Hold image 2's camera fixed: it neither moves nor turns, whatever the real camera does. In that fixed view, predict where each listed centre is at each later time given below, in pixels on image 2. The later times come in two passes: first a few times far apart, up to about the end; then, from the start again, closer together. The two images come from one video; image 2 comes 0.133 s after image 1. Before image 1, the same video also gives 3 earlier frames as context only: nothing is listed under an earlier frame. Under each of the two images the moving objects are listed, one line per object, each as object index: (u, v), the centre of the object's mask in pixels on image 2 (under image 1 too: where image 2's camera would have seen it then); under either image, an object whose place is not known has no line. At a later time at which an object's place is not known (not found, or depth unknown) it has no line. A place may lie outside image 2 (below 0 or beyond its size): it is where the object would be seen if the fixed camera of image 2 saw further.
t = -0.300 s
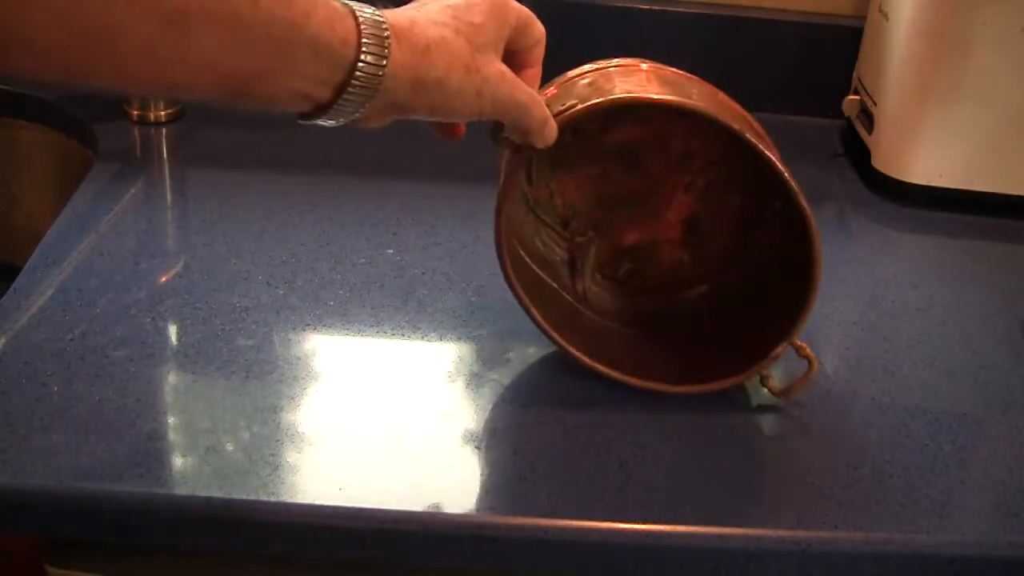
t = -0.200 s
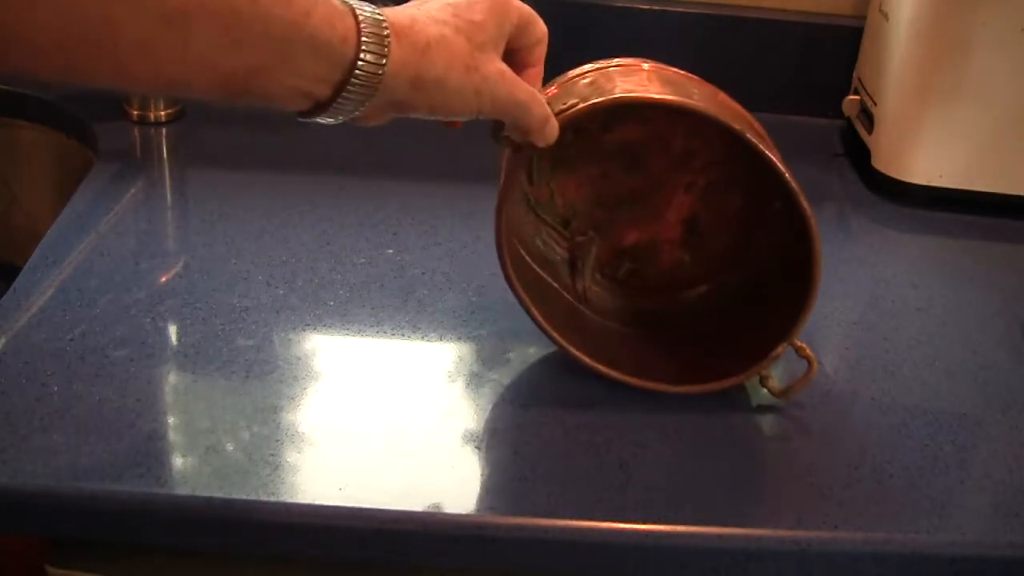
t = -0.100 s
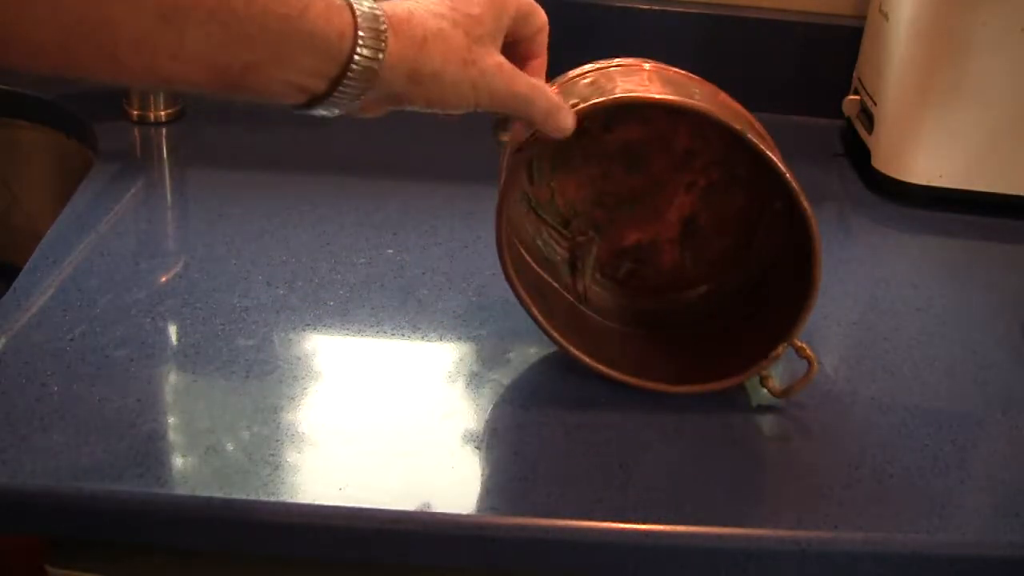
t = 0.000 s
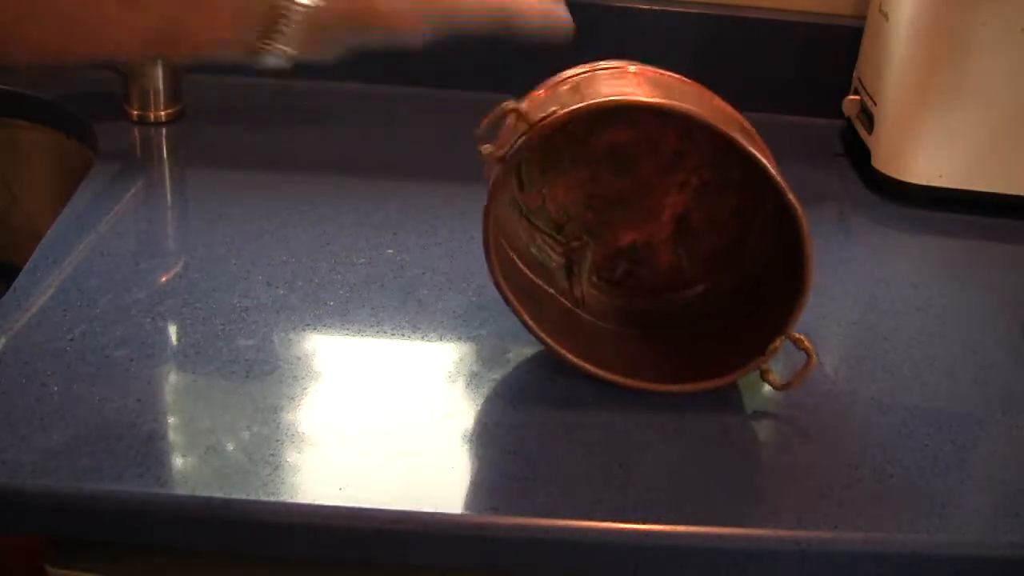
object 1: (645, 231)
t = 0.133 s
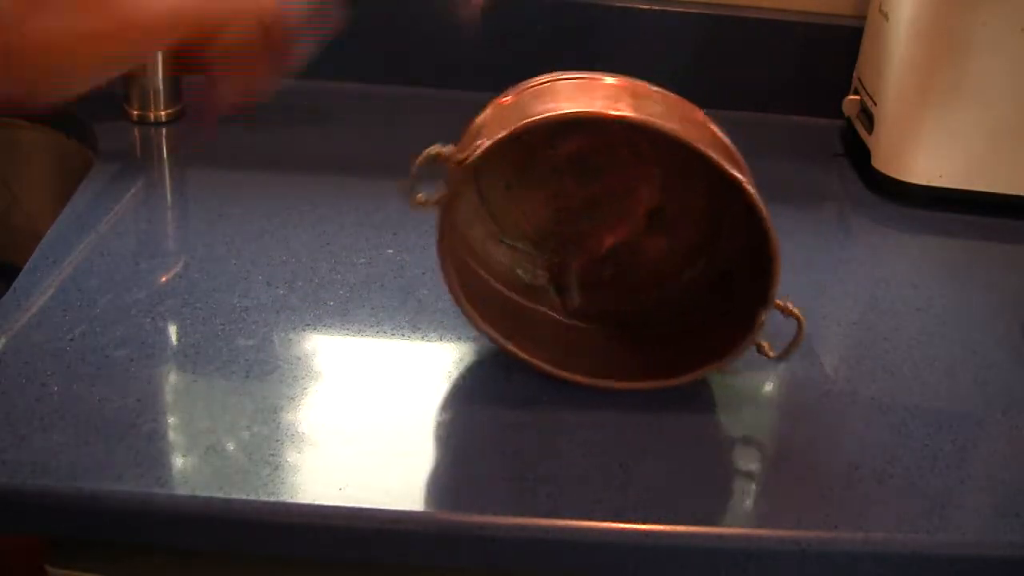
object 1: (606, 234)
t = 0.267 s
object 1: (548, 234)
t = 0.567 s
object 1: (464, 218)
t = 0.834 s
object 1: (506, 229)
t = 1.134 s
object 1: (583, 224)
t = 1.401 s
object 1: (558, 227)
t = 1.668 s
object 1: (479, 223)
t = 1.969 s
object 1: (488, 223)
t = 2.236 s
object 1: (553, 219)
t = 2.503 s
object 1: (541, 221)
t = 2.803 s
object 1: (476, 221)
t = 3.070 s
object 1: (504, 222)
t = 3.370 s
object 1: (545, 217)
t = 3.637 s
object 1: (497, 221)
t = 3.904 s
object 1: (481, 220)
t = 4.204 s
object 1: (533, 218)
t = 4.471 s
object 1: (516, 219)
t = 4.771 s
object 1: (480, 219)
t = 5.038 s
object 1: (520, 218)
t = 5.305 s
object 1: (519, 218)
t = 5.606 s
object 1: (481, 218)
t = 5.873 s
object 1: (516, 217)
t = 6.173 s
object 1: (505, 218)
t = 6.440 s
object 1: (484, 218)
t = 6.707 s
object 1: (518, 216)
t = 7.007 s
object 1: (491, 218)
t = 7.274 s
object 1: (495, 218)
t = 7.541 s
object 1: (512, 216)
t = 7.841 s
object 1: (485, 218)
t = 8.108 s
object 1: (511, 216)
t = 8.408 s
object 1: (487, 217)
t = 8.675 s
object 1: (504, 216)
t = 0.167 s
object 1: (593, 235)
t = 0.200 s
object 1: (578, 235)
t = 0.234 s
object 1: (563, 235)
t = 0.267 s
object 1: (548, 234)
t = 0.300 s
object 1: (533, 231)
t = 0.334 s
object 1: (520, 228)
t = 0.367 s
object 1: (506, 226)
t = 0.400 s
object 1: (495, 224)
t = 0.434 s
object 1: (486, 221)
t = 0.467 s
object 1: (477, 220)
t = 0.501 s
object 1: (472, 219)
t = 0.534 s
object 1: (467, 218)
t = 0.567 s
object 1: (464, 218)
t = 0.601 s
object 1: (463, 218)
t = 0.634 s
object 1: (463, 219)
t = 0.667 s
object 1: (466, 220)
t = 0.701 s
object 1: (471, 222)
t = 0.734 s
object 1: (477, 224)
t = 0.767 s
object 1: (486, 225)
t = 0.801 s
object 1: (495, 228)
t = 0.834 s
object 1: (506, 229)
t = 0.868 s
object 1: (519, 229)
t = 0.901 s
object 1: (531, 228)
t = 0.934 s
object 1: (543, 228)
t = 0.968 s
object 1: (554, 227)
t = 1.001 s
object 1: (563, 227)
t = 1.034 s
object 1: (570, 226)
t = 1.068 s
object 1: (576, 225)
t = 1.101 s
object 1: (580, 225)
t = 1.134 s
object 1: (583, 224)
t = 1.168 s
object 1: (585, 224)
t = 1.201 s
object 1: (585, 224)
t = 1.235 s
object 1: (584, 224)
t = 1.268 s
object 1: (582, 225)
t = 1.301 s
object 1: (578, 225)
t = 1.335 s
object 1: (573, 225)
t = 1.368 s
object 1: (566, 226)
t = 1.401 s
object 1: (558, 227)
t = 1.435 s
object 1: (549, 227)
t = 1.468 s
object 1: (539, 228)
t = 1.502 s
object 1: (528, 228)
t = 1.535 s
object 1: (516, 228)
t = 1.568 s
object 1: (505, 226)
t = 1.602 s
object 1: (494, 225)
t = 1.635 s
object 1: (486, 224)
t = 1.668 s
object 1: (479, 223)
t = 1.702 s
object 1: (473, 222)
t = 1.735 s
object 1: (469, 221)
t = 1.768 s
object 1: (467, 220)
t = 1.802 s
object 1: (467, 220)
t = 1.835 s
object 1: (467, 221)
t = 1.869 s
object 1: (470, 221)
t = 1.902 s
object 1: (475, 222)
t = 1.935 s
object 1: (481, 223)
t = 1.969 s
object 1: (488, 223)
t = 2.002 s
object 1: (496, 224)
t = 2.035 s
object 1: (506, 224)
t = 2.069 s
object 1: (516, 223)
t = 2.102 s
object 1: (525, 222)
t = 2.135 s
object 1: (535, 221)
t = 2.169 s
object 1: (543, 220)
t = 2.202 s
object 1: (549, 220)
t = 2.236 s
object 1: (553, 219)
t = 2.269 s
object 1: (557, 219)
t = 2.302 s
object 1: (559, 219)
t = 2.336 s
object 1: (559, 218)
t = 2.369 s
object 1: (558, 219)
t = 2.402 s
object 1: (556, 219)
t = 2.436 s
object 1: (553, 219)
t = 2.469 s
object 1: (547, 220)
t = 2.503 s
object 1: (541, 221)
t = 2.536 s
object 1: (533, 222)
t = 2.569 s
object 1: (525, 222)
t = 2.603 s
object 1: (516, 223)
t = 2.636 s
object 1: (506, 223)
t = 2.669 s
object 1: (497, 222)
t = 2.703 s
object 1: (489, 222)
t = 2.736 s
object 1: (483, 222)
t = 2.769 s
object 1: (479, 222)
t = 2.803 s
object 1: (476, 221)
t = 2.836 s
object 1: (474, 221)
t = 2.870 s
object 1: (474, 221)
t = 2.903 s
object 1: (476, 221)
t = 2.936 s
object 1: (479, 221)
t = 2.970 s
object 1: (483, 222)
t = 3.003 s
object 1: (489, 222)
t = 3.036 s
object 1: (496, 222)
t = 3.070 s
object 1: (504, 222)
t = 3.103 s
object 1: (512, 221)
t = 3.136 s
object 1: (521, 220)
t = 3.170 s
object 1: (528, 219)
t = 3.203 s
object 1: (534, 219)
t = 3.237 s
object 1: (539, 218)
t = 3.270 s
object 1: (543, 218)
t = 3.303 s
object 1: (545, 217)
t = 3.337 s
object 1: (546, 217)
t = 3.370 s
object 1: (545, 217)
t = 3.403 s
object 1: (543, 218)
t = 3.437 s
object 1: (540, 218)
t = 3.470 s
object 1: (536, 219)
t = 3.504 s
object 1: (529, 219)
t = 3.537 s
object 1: (523, 220)
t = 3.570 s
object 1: (514, 221)
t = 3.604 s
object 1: (506, 221)
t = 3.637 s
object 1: (497, 221)
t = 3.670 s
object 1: (491, 221)
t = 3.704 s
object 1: (486, 220)
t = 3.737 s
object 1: (482, 220)
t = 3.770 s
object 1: (479, 220)
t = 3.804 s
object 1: (477, 220)
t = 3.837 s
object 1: (477, 220)
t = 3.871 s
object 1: (478, 220)
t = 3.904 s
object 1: (481, 220)
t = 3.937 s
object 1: (484, 220)
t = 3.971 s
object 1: (489, 220)
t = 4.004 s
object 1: (496, 221)
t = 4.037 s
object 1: (502, 221)
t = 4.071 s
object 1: (510, 220)
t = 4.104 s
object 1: (518, 219)
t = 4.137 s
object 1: (524, 219)
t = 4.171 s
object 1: (529, 218)
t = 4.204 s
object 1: (533, 218)
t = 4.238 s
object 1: (536, 217)
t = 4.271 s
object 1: (537, 217)
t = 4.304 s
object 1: (537, 217)
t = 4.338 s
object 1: (535, 217)
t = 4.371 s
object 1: (532, 218)
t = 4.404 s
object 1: (528, 218)
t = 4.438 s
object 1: (523, 219)
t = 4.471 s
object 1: (516, 219)
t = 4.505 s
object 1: (508, 220)
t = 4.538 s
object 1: (501, 220)
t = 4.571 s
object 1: (494, 220)
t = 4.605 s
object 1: (488, 220)
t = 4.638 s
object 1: (484, 219)
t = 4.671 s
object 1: (481, 219)
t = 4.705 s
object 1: (479, 219)
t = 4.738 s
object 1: (479, 219)
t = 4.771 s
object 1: (480, 219)
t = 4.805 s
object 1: (481, 219)
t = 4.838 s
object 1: (484, 219)
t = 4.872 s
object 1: (489, 219)
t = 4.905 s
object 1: (494, 220)
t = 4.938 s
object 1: (500, 220)
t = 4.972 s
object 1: (507, 219)
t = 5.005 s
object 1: (514, 218)
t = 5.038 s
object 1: (520, 218)
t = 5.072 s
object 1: (524, 217)
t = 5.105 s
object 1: (527, 217)
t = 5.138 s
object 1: (529, 217)
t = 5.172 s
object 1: (530, 217)
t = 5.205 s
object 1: (529, 217)
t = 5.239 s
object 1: (527, 217)
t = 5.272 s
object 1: (524, 217)
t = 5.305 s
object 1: (519, 218)
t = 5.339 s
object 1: (513, 218)
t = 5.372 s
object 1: (507, 219)
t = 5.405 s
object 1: (500, 219)
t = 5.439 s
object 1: (493, 219)
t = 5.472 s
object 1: (488, 219)
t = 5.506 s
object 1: (484, 219)
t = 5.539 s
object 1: (482, 218)
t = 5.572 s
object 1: (481, 218)
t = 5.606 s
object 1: (481, 218)
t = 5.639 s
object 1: (482, 218)
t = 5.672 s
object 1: (485, 218)
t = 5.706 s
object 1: (488, 219)
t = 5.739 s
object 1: (493, 219)
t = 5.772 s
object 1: (499, 218)
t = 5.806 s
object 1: (505, 218)
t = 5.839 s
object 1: (511, 217)
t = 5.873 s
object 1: (516, 217)
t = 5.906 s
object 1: (520, 217)
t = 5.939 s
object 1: (522, 216)
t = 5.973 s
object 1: (523, 216)
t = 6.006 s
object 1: (523, 216)
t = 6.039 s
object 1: (522, 216)
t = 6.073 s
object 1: (519, 217)
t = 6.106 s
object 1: (516, 217)
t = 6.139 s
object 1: (511, 217)
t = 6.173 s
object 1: (505, 218)
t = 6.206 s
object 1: (499, 218)
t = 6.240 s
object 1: (493, 218)
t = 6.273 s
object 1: (488, 218)
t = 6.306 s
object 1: (485, 218)
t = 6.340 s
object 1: (483, 218)
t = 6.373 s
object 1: (482, 218)
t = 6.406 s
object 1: (482, 218)
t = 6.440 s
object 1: (484, 218)
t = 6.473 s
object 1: (487, 218)
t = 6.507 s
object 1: (491, 218)
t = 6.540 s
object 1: (496, 218)
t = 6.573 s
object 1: (502, 218)
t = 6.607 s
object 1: (508, 217)
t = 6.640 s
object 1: (512, 217)
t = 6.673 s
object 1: (516, 216)
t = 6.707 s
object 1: (518, 216)
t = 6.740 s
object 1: (519, 216)
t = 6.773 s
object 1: (519, 216)
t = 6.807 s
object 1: (518, 216)
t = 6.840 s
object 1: (515, 217)
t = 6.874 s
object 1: (512, 217)
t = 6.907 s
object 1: (507, 217)
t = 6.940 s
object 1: (501, 218)
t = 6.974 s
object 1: (496, 218)
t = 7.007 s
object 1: (491, 218)
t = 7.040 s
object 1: (487, 218)
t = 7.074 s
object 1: (485, 218)
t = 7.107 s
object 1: (484, 218)
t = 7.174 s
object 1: (485, 218)
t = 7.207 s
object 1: (487, 218)
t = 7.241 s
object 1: (490, 218)
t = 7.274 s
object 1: (495, 218)
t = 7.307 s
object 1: (500, 217)
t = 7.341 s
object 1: (505, 217)
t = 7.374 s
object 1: (509, 217)
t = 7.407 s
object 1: (512, 216)
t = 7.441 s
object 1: (514, 216)
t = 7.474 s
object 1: (514, 216)
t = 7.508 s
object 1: (514, 216)
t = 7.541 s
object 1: (512, 216)
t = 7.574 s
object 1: (509, 217)
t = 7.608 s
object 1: (505, 217)
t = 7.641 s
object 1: (500, 217)
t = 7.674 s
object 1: (495, 218)
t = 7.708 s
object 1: (490, 218)
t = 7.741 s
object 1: (487, 218)
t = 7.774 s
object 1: (485, 218)
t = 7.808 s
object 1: (485, 218)
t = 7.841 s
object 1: (485, 218)
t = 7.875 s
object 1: (486, 218)
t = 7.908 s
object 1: (489, 217)
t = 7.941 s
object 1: (493, 217)
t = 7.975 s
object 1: (497, 217)
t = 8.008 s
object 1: (502, 217)
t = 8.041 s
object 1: (506, 216)
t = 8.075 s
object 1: (509, 216)
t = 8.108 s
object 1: (511, 216)
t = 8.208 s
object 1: (509, 216)
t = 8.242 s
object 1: (506, 216)
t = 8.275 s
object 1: (502, 217)
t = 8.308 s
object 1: (498, 217)
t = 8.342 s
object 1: (493, 217)
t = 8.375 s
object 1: (489, 217)
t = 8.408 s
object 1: (487, 217)
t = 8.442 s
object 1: (486, 217)
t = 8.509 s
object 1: (486, 217)
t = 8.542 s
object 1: (489, 217)
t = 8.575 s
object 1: (491, 217)
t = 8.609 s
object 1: (496, 217)
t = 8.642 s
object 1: (500, 216)
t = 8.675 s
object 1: (504, 216)
